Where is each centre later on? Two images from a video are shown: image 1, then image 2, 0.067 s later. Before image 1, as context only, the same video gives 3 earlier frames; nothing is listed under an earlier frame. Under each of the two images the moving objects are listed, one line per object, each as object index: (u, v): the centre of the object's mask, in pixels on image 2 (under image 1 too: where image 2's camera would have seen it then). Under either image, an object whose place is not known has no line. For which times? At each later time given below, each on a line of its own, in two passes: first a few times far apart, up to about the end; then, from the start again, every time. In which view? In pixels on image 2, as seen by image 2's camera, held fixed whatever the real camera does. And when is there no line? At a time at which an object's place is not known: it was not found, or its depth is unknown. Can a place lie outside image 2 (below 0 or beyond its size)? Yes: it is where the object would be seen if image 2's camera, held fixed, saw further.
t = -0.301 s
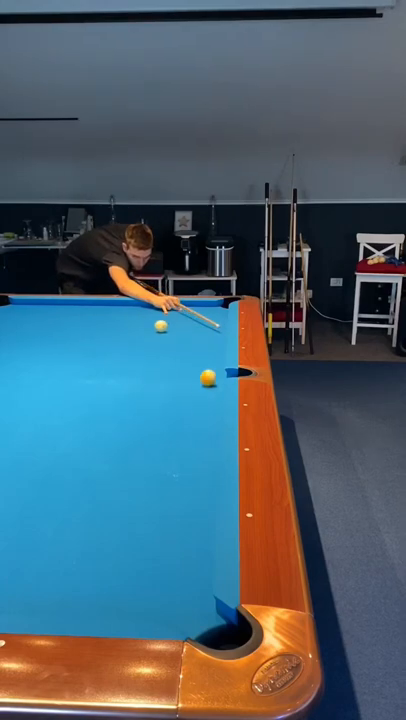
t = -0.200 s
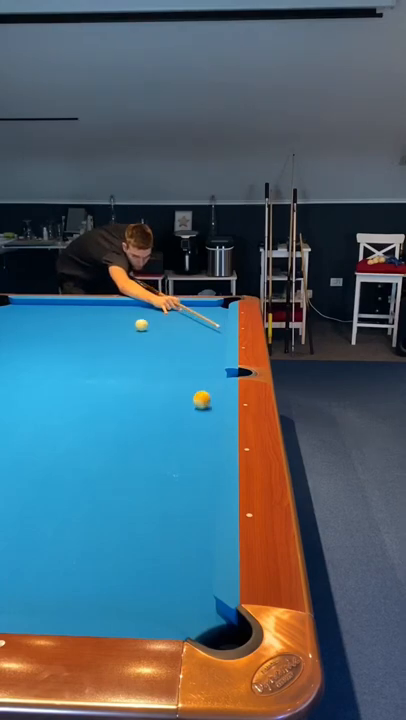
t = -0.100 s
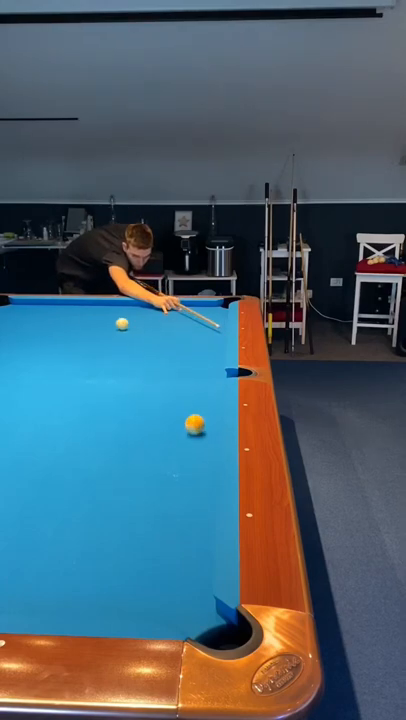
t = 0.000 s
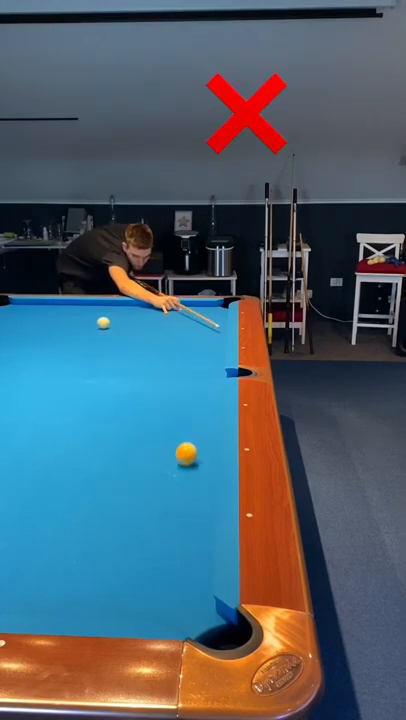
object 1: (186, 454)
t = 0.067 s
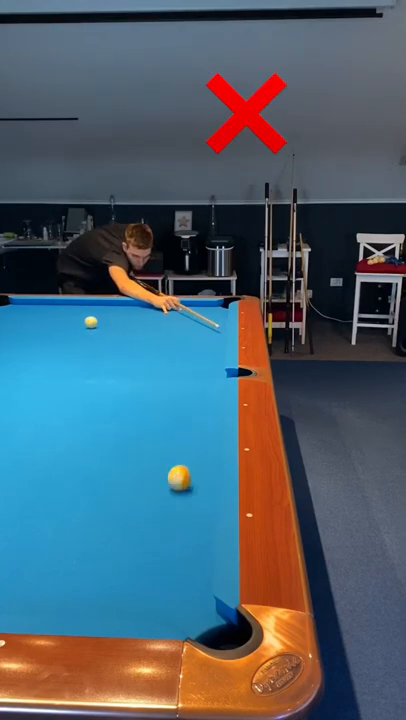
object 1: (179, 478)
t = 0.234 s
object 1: (156, 559)
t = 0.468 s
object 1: (159, 539)
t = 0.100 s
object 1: (176, 492)
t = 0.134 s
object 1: (172, 507)
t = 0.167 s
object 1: (167, 522)
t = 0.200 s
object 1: (162, 540)
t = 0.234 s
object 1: (156, 559)
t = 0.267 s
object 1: (150, 580)
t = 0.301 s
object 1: (144, 602)
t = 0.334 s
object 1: (143, 603)
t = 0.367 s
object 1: (147, 586)
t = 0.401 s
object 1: (152, 568)
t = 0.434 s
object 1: (155, 552)
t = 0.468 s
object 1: (159, 539)
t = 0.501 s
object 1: (161, 527)
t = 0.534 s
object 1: (164, 515)
